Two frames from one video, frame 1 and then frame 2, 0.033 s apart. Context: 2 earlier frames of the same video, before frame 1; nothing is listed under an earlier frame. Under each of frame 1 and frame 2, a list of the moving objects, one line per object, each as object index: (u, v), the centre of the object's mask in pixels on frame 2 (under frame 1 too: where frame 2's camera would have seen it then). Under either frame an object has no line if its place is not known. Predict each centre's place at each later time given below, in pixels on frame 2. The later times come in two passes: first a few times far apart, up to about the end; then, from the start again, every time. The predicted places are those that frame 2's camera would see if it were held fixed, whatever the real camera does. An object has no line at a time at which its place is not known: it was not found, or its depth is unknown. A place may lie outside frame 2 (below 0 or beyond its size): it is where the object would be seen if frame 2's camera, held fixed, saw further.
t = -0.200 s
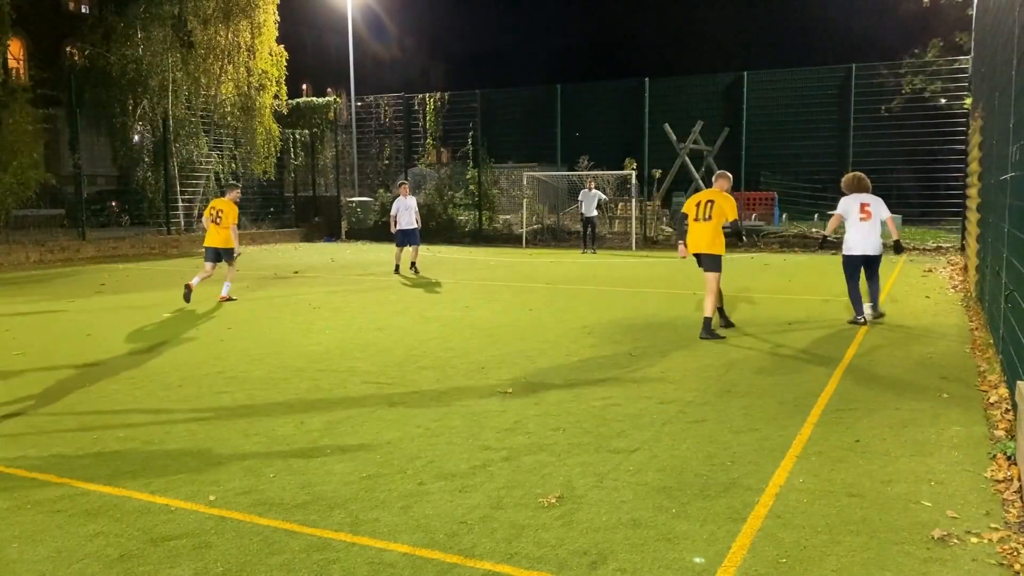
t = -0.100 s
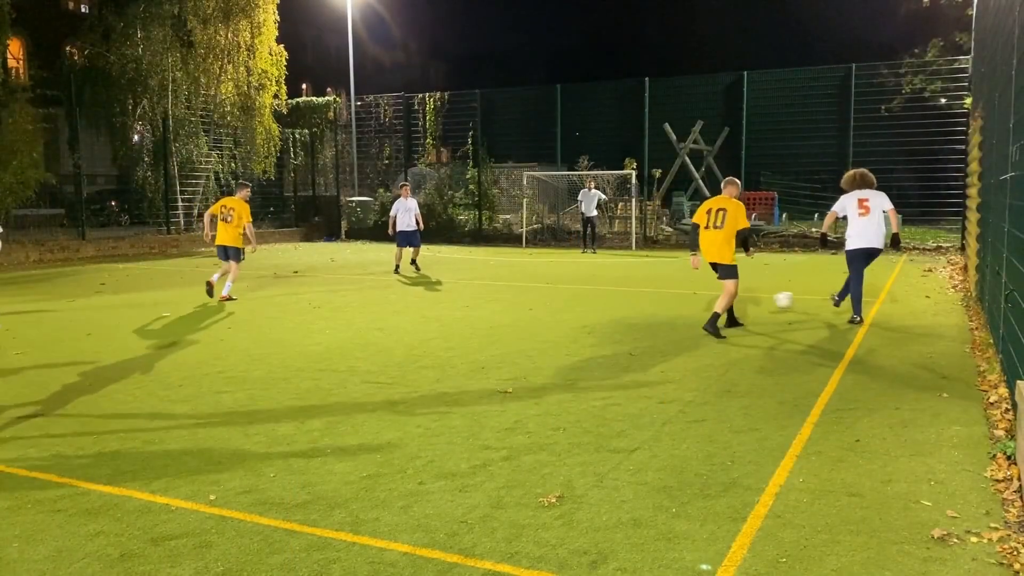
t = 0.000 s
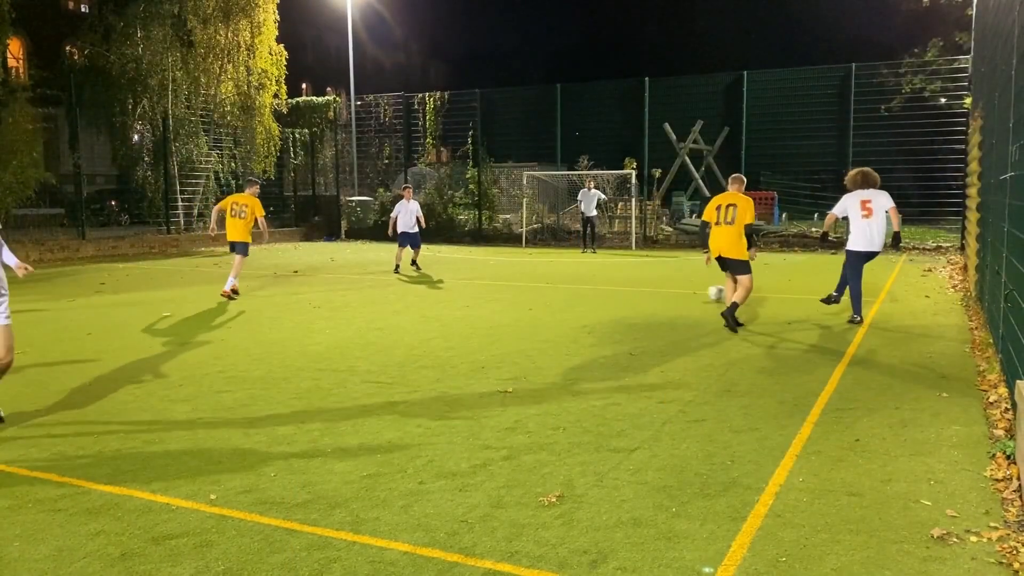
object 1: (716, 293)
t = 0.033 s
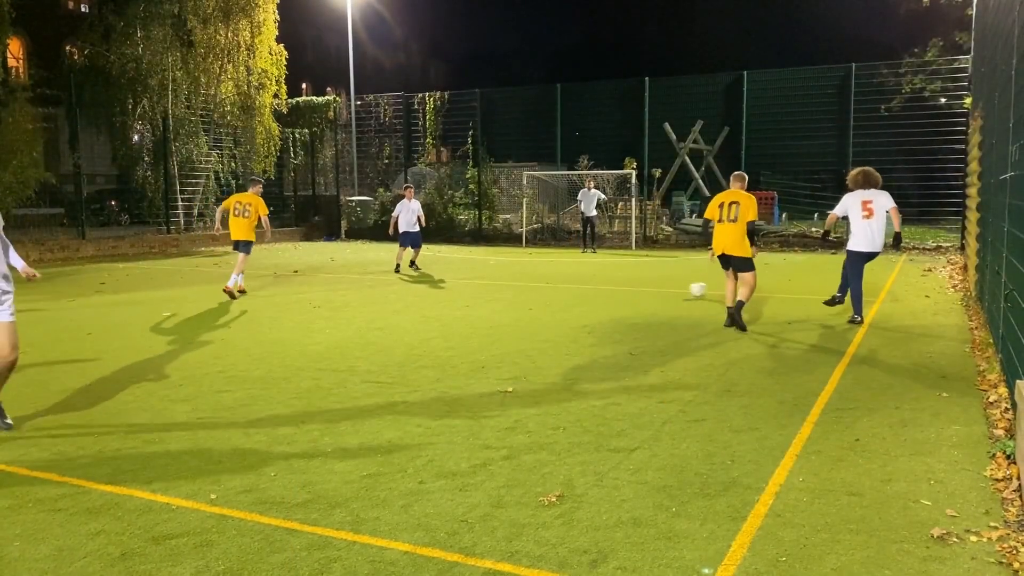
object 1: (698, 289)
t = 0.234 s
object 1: (604, 277)
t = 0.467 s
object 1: (526, 270)
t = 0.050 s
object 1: (688, 288)
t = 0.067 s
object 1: (679, 287)
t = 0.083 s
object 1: (671, 286)
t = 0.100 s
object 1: (662, 286)
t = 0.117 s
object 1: (653, 285)
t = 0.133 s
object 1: (646, 284)
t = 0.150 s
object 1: (638, 282)
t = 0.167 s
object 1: (631, 281)
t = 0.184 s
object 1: (625, 280)
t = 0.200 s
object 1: (617, 278)
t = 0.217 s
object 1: (610, 277)
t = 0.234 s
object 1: (604, 277)
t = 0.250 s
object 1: (597, 276)
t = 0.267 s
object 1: (590, 276)
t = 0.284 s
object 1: (584, 277)
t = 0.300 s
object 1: (578, 276)
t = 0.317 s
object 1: (572, 275)
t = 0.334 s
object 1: (567, 274)
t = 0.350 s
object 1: (561, 272)
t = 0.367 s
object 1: (556, 271)
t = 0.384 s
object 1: (551, 271)
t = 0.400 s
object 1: (545, 270)
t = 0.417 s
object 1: (540, 270)
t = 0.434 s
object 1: (536, 270)
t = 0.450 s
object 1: (530, 270)
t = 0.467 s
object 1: (526, 270)
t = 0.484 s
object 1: (522, 269)
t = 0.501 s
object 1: (517, 268)
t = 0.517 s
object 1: (513, 267)
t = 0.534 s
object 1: (509, 266)
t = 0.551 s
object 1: (504, 265)
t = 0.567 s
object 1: (500, 264)
